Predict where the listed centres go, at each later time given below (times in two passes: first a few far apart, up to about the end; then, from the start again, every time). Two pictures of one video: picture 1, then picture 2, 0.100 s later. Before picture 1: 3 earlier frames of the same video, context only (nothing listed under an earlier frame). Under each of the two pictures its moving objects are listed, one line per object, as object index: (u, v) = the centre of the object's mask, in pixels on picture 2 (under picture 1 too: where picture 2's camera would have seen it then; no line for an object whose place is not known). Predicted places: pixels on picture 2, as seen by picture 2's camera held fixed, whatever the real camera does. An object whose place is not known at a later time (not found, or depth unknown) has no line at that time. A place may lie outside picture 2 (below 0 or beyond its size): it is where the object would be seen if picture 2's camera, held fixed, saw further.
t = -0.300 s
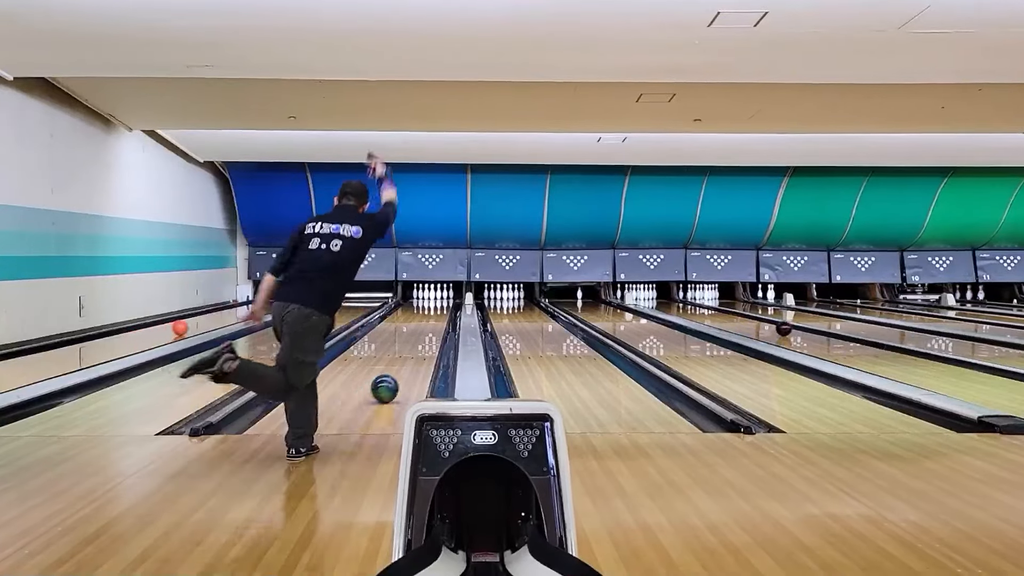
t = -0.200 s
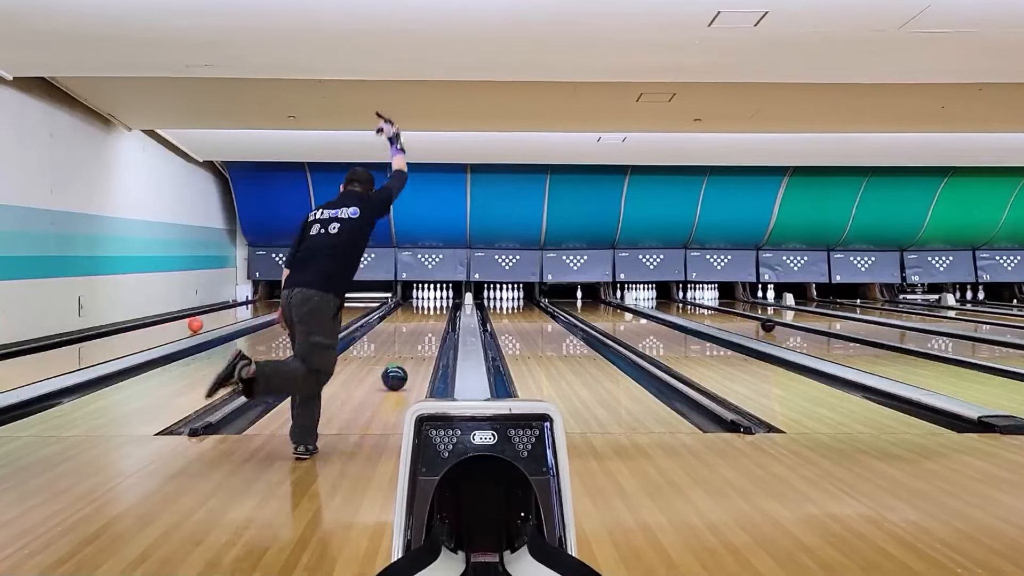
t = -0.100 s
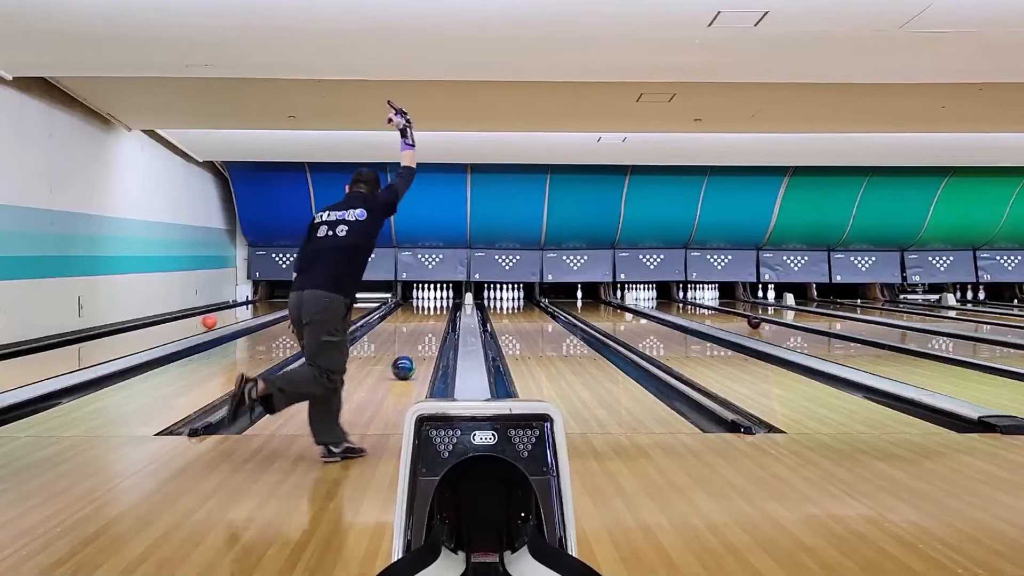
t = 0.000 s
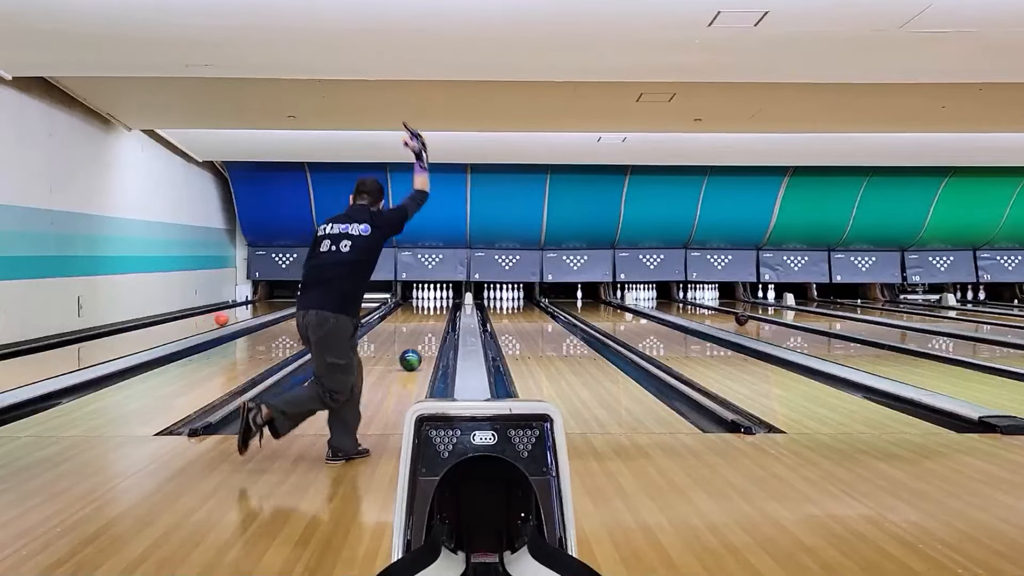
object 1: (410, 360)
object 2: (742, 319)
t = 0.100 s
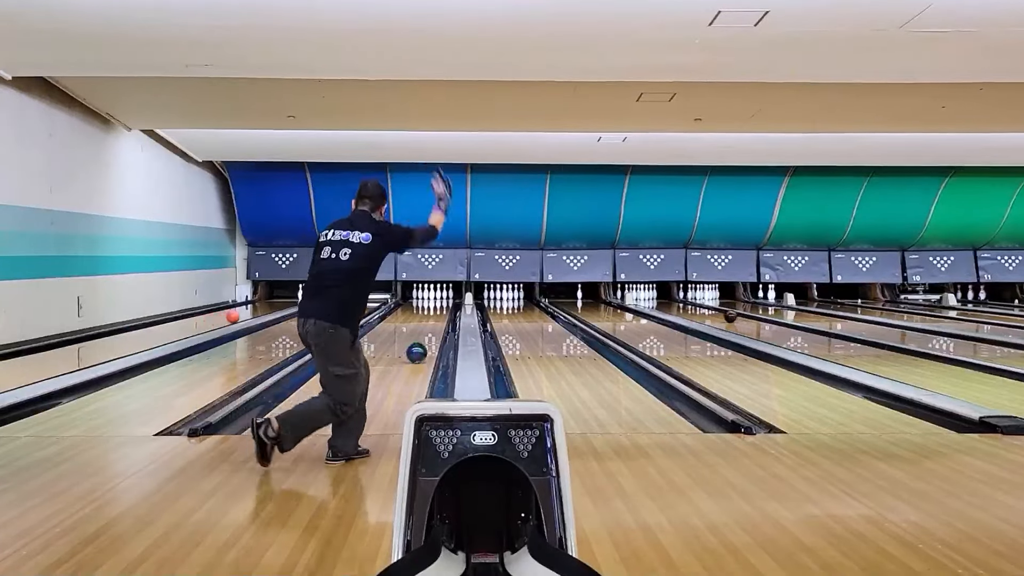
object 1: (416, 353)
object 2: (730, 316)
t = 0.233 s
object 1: (423, 345)
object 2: (716, 313)
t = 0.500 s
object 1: (433, 333)
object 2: (692, 309)
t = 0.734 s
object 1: (437, 325)
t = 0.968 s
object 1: (440, 319)
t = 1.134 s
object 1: (441, 314)
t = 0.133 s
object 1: (418, 350)
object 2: (726, 316)
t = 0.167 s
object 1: (420, 349)
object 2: (723, 315)
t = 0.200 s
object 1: (421, 347)
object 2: (720, 314)
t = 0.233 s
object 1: (423, 345)
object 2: (716, 313)
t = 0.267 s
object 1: (425, 343)
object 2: (713, 313)
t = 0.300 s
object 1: (426, 342)
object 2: (710, 312)
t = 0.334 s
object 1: (428, 341)
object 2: (706, 311)
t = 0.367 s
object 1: (428, 339)
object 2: (704, 311)
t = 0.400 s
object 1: (430, 337)
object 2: (700, 310)
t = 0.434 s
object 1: (431, 336)
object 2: (697, 310)
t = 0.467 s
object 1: (432, 334)
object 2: (695, 309)
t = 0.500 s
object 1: (433, 333)
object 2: (692, 309)
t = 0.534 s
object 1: (433, 332)
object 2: (689, 308)
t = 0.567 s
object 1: (434, 331)
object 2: (687, 308)
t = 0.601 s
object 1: (435, 330)
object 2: (684, 307)
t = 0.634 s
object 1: (436, 328)
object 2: (682, 307)
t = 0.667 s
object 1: (436, 327)
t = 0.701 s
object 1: (437, 326)
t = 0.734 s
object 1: (437, 325)
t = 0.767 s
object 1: (438, 323)
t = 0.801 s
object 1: (438, 323)
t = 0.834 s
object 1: (439, 322)
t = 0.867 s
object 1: (439, 321)
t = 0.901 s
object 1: (440, 320)
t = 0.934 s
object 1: (440, 319)
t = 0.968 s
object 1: (440, 319)
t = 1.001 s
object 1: (441, 318)
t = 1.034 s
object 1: (441, 317)
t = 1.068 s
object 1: (441, 316)
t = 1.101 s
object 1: (441, 315)
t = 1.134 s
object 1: (441, 314)
